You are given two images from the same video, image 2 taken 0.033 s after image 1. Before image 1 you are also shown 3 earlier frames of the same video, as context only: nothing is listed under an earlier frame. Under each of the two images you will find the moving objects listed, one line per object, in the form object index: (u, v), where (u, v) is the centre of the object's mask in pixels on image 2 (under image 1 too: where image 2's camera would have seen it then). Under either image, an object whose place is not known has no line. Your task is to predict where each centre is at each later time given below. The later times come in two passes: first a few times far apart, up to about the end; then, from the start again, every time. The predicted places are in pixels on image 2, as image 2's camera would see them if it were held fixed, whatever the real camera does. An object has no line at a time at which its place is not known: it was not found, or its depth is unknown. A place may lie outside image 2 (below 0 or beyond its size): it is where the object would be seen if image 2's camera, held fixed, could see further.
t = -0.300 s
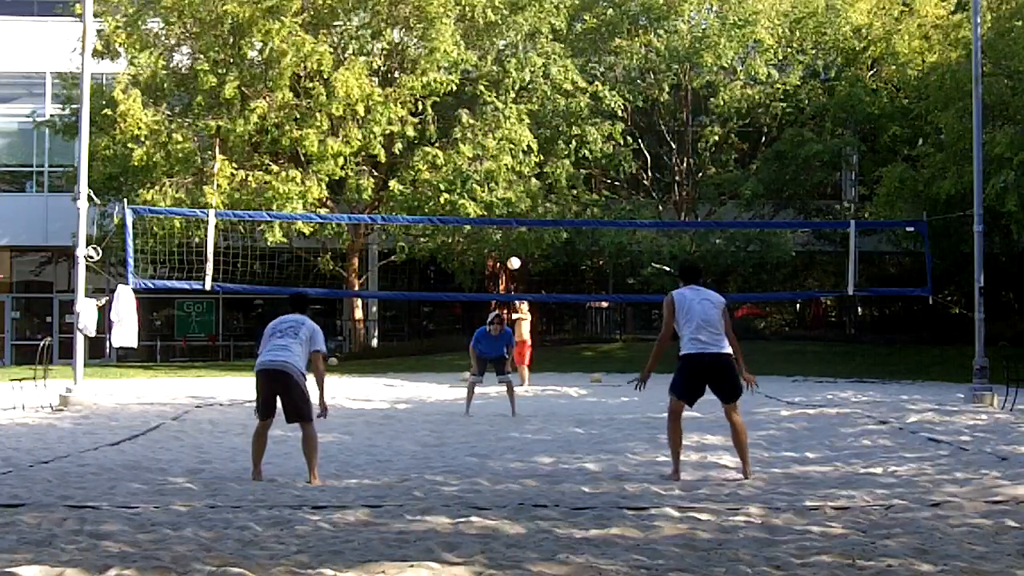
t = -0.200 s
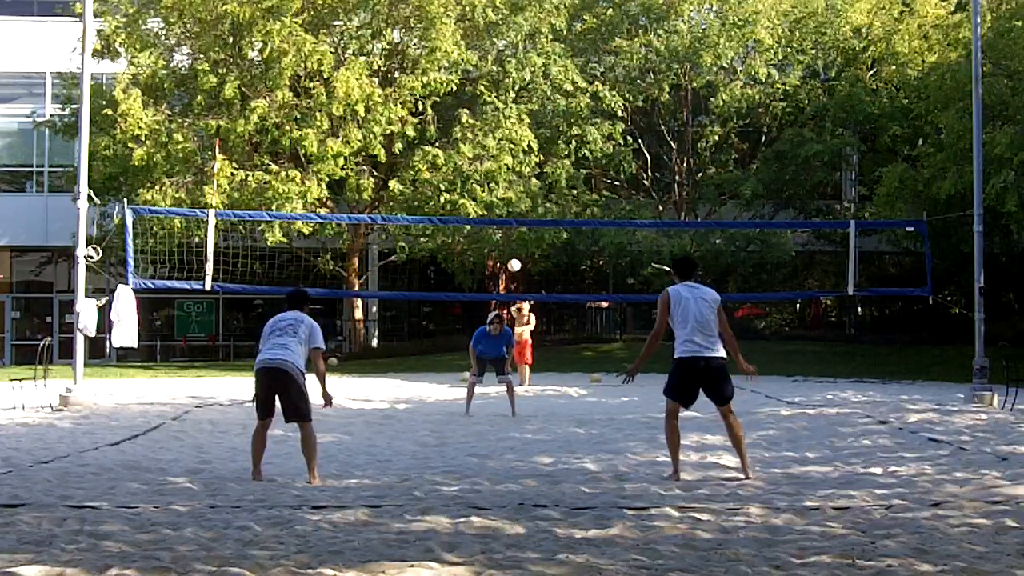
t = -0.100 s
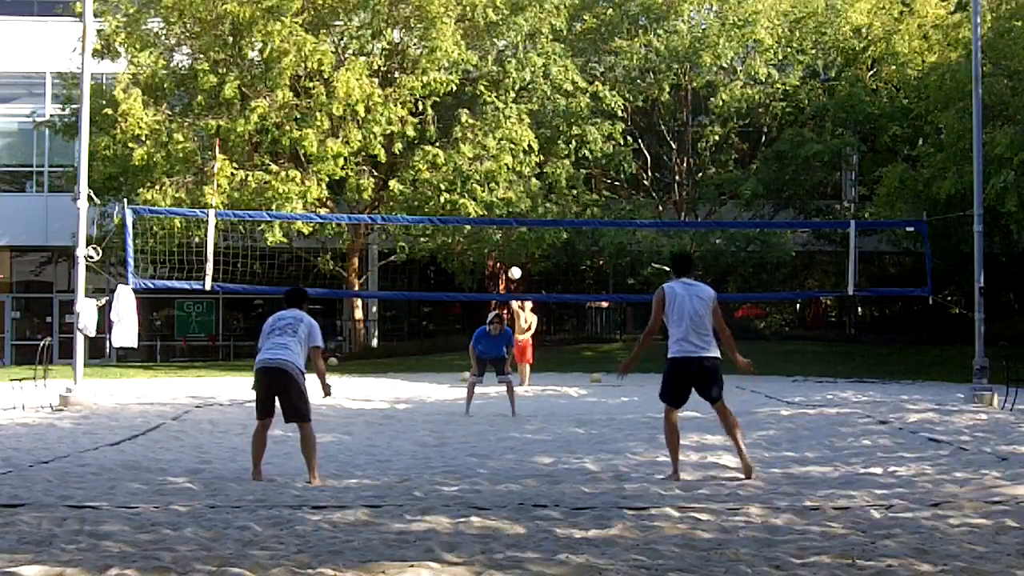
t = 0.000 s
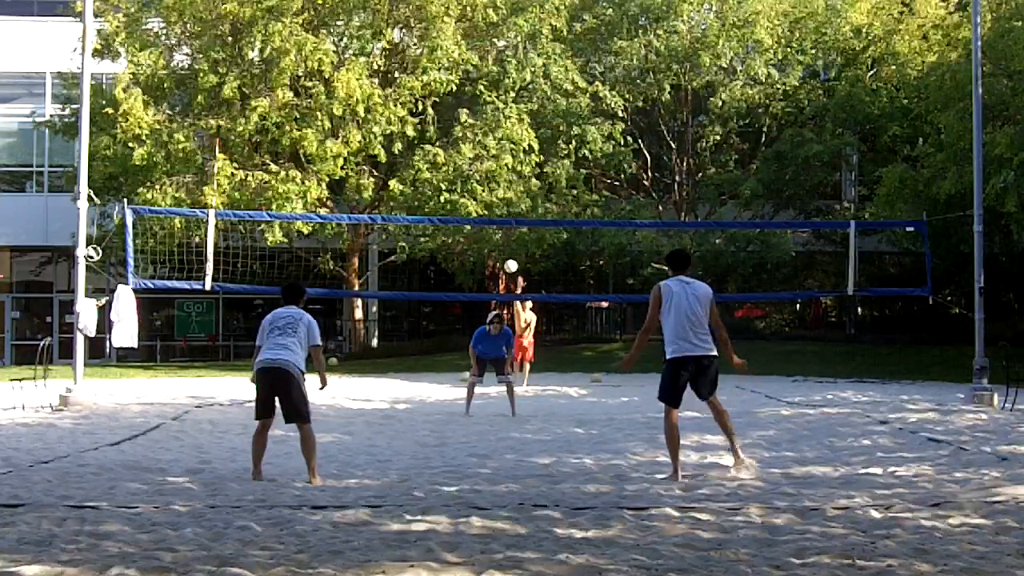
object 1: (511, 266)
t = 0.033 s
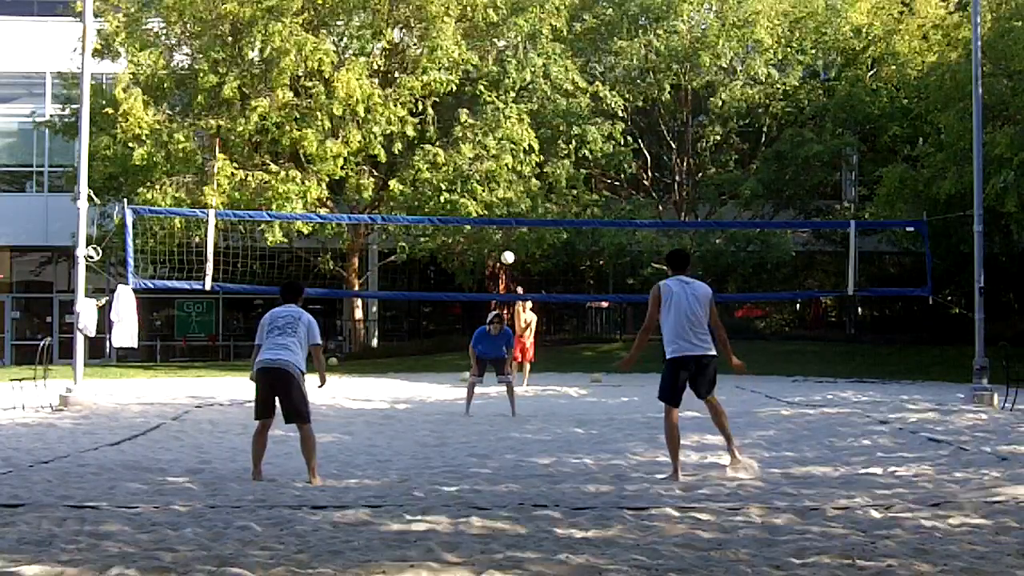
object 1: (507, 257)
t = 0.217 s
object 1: (490, 213)
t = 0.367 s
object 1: (475, 185)
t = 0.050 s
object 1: (506, 253)
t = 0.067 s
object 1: (504, 249)
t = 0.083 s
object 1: (503, 245)
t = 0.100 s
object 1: (501, 241)
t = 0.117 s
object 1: (499, 237)
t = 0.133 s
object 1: (497, 233)
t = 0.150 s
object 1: (496, 231)
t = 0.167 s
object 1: (494, 228)
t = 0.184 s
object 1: (493, 216)
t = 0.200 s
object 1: (491, 215)
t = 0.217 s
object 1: (490, 213)
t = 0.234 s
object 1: (488, 210)
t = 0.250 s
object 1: (486, 207)
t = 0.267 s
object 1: (486, 203)
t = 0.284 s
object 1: (483, 201)
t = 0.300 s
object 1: (481, 198)
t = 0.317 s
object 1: (480, 194)
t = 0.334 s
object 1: (479, 191)
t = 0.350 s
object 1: (477, 188)
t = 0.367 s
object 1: (475, 185)
